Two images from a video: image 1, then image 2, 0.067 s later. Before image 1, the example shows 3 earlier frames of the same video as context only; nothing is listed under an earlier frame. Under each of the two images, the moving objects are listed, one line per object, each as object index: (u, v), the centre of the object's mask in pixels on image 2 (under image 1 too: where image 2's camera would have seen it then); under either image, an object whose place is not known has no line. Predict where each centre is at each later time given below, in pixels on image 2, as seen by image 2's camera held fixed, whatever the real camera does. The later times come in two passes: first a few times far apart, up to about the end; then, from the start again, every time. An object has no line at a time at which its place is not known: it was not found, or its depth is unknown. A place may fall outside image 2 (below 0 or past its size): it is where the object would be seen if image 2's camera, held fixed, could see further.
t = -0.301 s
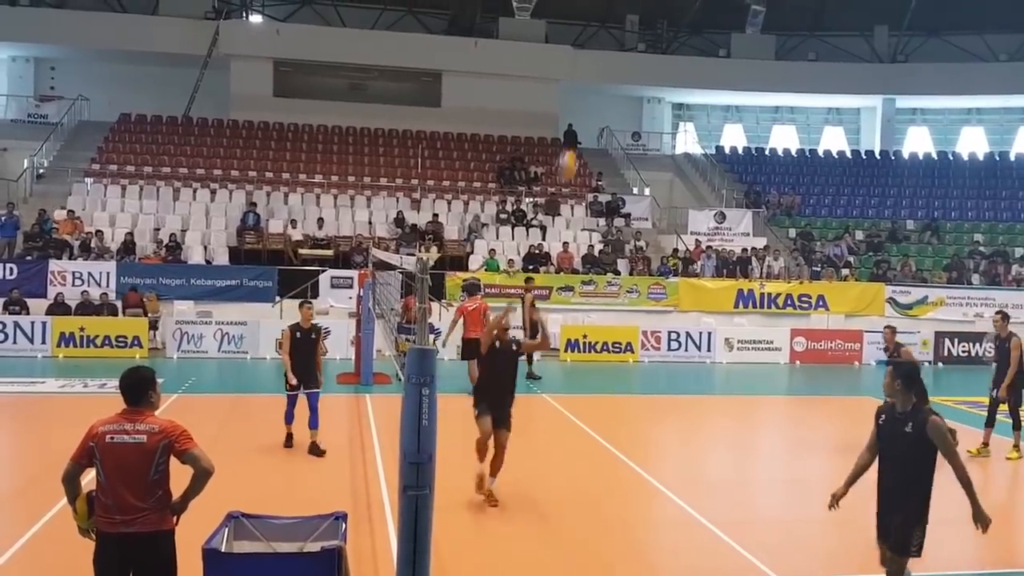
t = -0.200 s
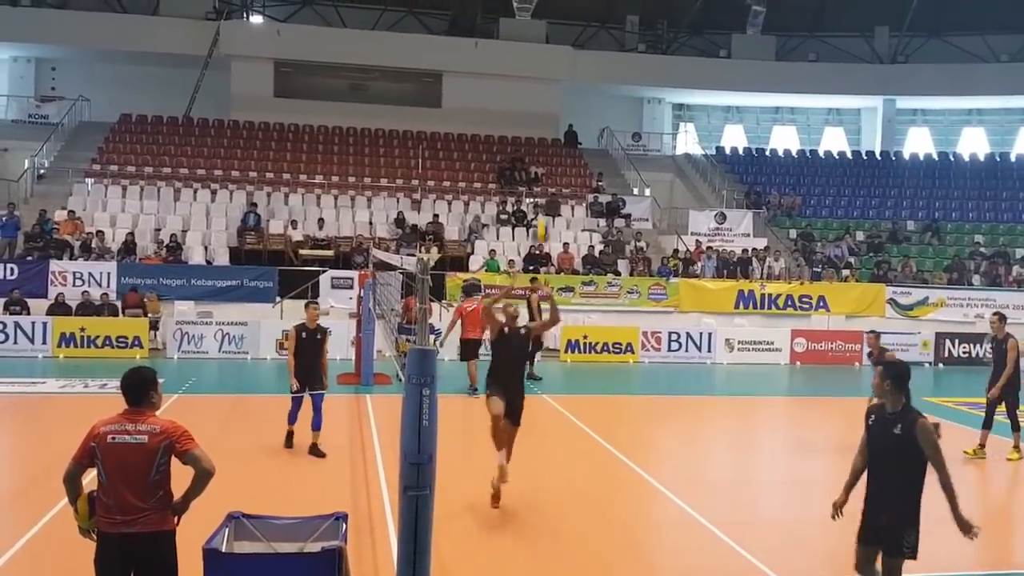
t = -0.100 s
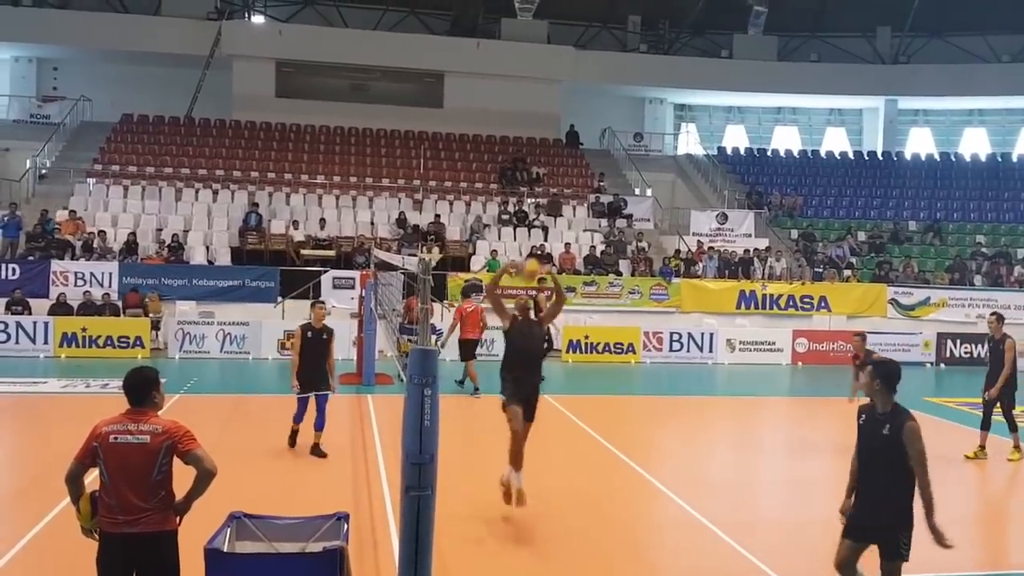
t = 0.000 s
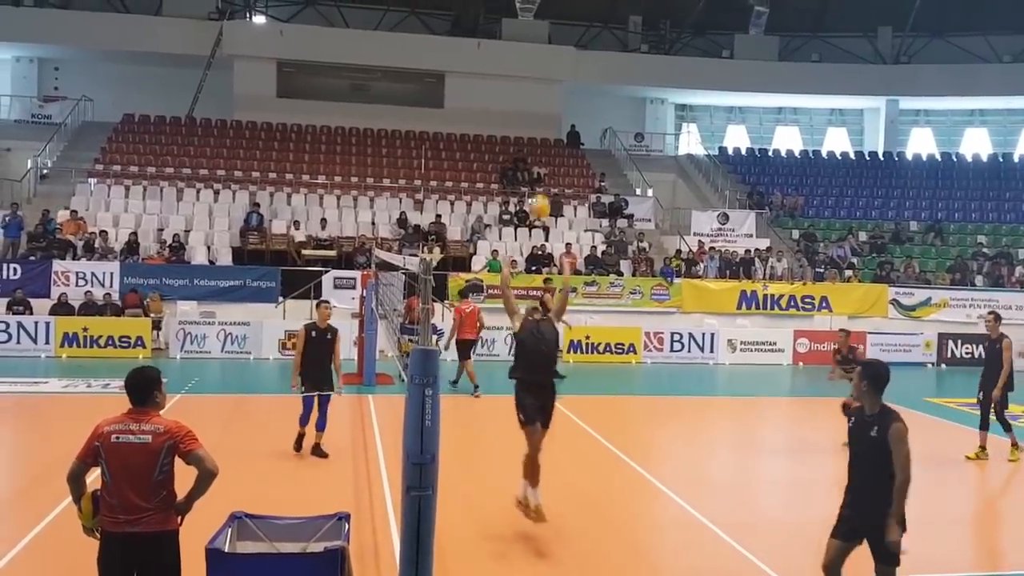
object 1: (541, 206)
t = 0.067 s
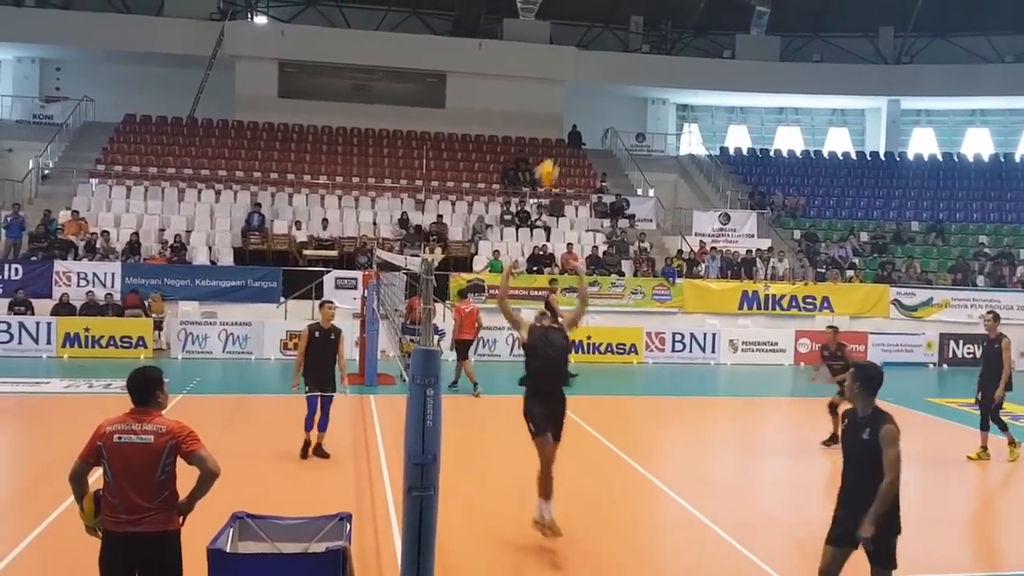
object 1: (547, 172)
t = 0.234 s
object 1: (563, 105)
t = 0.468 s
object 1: (581, 62)
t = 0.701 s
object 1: (596, 72)
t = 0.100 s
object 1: (550, 158)
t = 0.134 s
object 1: (554, 142)
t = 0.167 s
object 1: (557, 129)
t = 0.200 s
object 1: (560, 116)
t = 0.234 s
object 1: (563, 105)
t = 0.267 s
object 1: (567, 93)
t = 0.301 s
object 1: (570, 85)
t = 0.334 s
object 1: (572, 79)
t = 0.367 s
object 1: (574, 73)
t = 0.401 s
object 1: (577, 68)
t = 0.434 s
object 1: (580, 65)
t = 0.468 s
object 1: (581, 62)
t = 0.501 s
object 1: (584, 60)
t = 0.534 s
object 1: (586, 60)
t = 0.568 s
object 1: (588, 60)
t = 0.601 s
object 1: (590, 62)
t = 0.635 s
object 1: (593, 64)
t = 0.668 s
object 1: (594, 68)
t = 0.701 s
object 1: (596, 72)
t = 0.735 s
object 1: (597, 77)
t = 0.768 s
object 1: (600, 83)
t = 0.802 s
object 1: (602, 91)
